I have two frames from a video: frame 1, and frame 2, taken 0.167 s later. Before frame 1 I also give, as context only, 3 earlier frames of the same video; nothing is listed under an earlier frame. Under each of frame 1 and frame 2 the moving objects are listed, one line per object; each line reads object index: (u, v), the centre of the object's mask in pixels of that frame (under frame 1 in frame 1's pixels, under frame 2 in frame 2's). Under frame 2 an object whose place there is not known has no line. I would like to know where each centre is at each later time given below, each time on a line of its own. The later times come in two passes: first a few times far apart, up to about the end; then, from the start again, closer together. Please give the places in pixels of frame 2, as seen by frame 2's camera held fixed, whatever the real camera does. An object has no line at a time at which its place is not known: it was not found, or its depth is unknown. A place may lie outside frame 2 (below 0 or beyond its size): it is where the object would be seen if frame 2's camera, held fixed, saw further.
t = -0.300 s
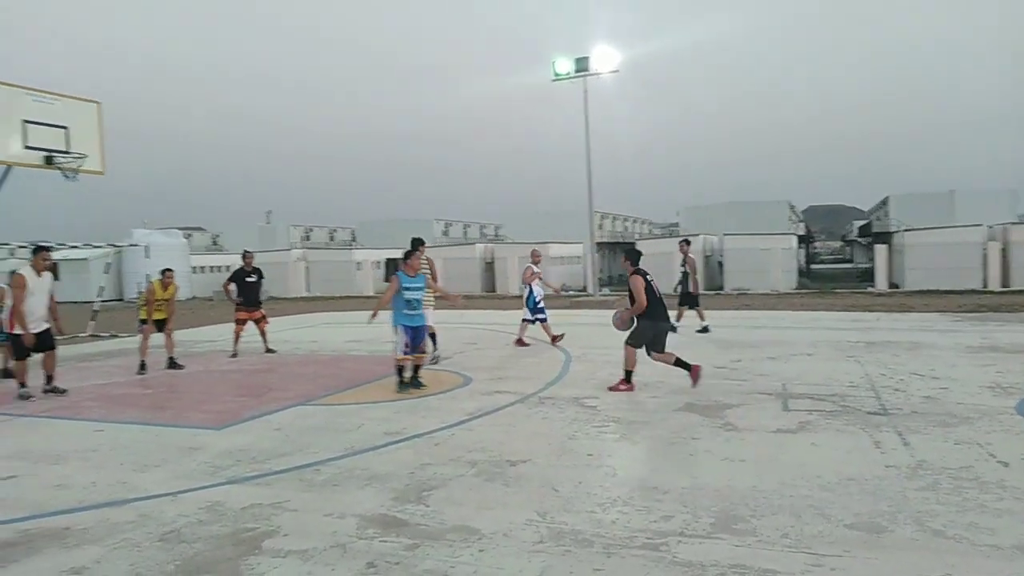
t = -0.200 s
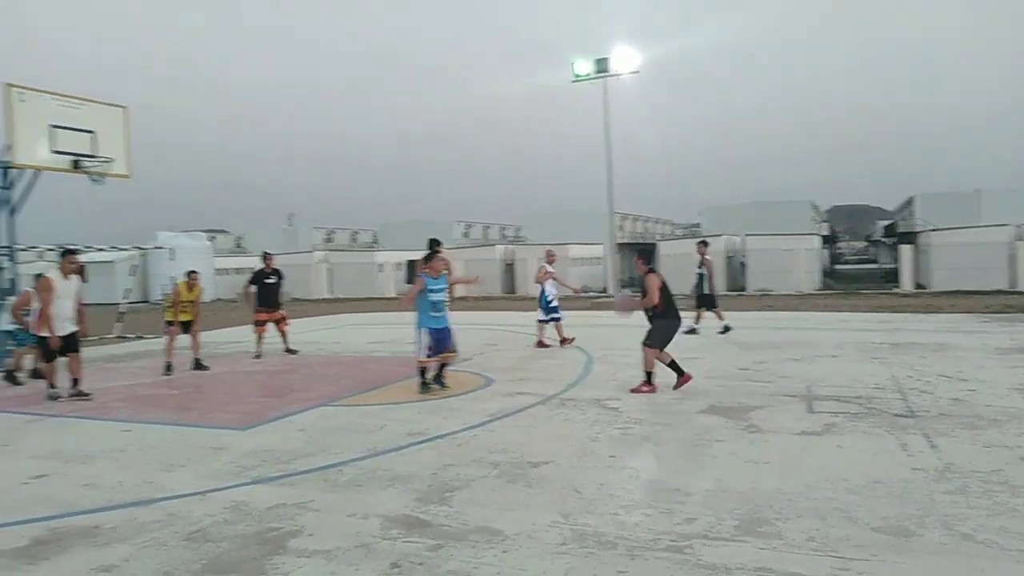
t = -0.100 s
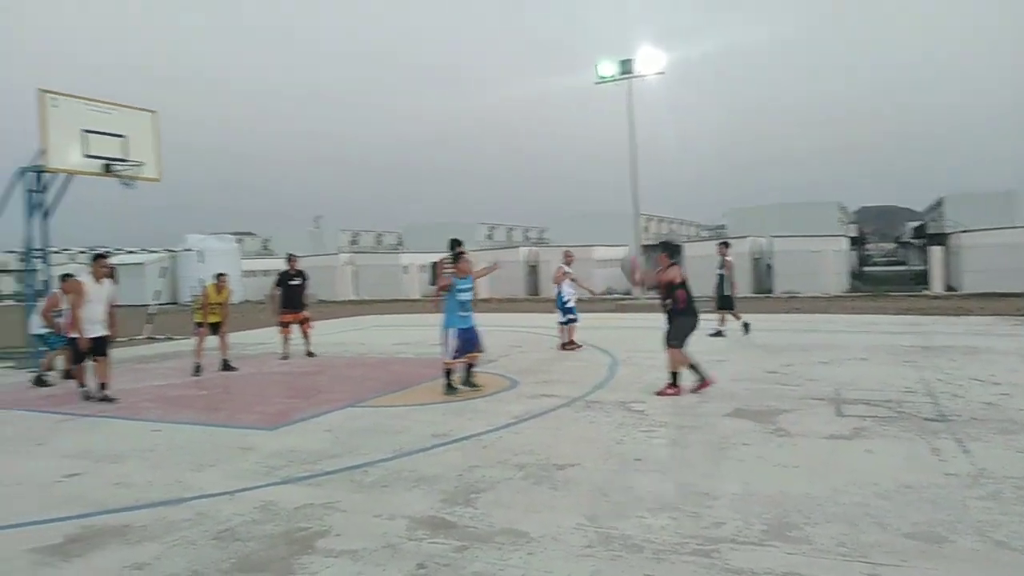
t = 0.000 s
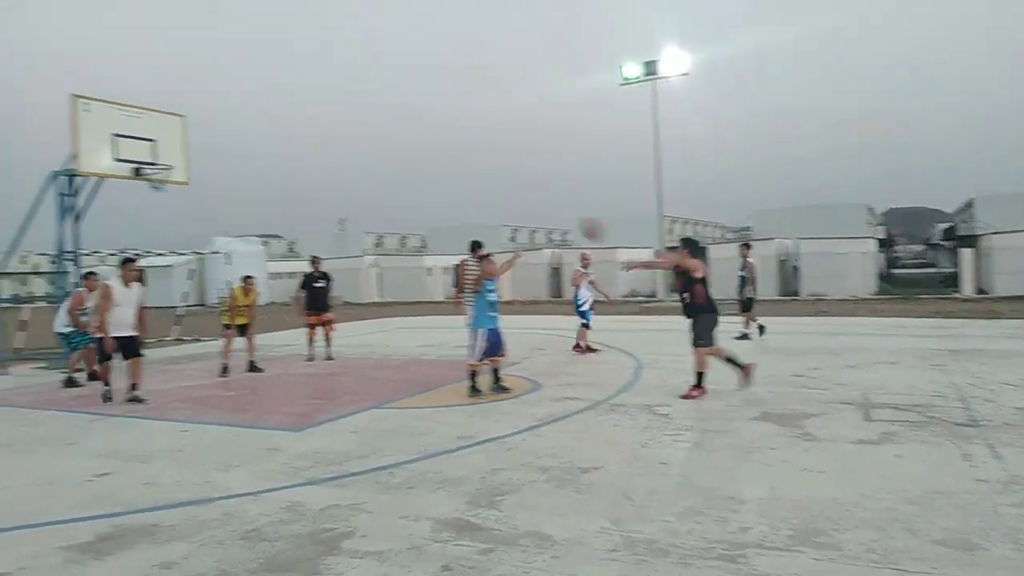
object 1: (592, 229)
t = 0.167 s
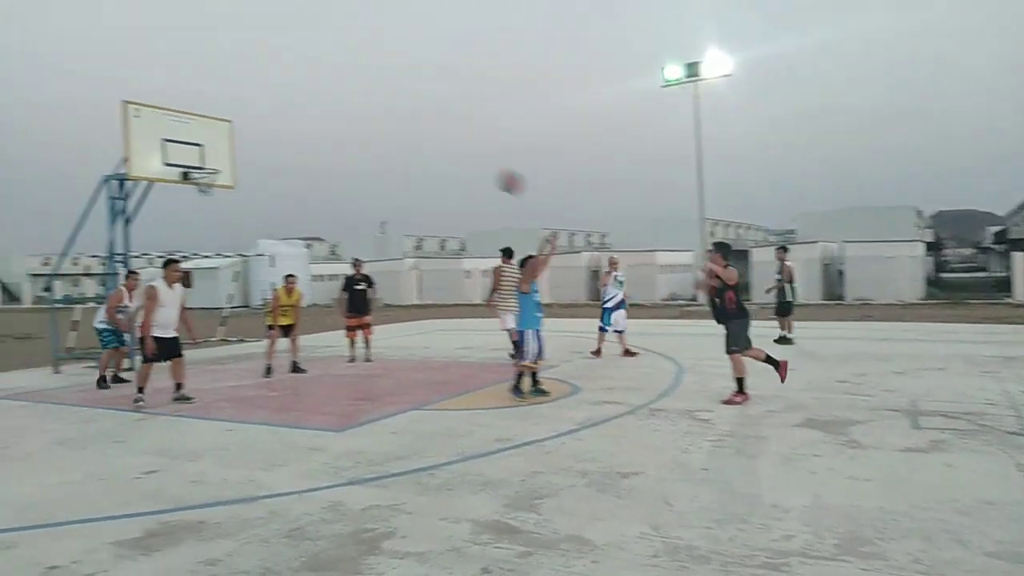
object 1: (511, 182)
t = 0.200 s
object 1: (485, 174)
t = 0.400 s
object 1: (325, 148)
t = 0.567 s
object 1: (181, 156)
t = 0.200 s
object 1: (485, 174)
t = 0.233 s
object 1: (460, 167)
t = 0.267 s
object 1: (434, 161)
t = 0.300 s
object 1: (407, 156)
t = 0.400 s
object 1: (325, 148)
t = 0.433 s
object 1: (297, 147)
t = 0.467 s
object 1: (269, 148)
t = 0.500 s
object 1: (241, 149)
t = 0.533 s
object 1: (212, 153)
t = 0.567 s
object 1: (181, 156)
